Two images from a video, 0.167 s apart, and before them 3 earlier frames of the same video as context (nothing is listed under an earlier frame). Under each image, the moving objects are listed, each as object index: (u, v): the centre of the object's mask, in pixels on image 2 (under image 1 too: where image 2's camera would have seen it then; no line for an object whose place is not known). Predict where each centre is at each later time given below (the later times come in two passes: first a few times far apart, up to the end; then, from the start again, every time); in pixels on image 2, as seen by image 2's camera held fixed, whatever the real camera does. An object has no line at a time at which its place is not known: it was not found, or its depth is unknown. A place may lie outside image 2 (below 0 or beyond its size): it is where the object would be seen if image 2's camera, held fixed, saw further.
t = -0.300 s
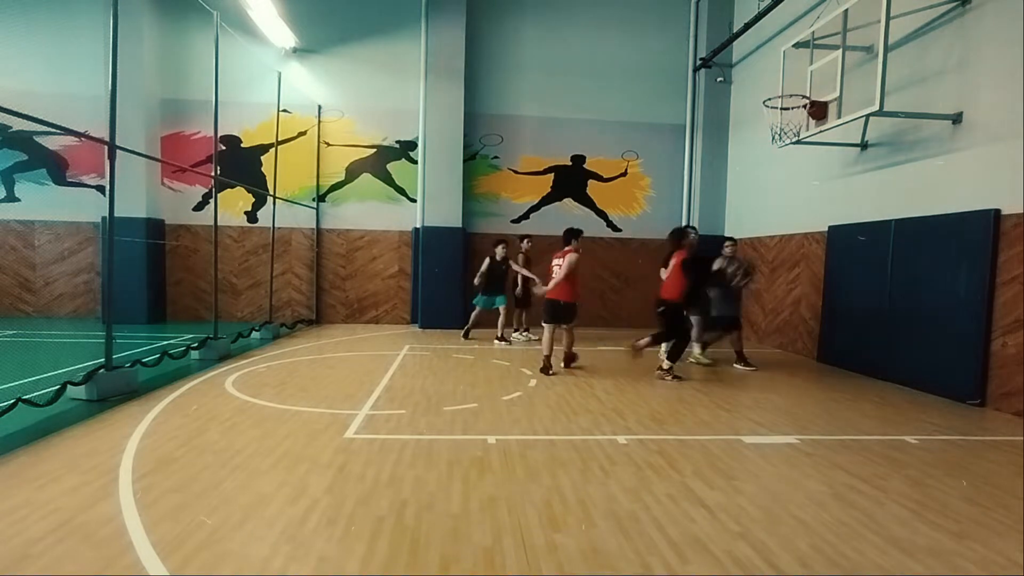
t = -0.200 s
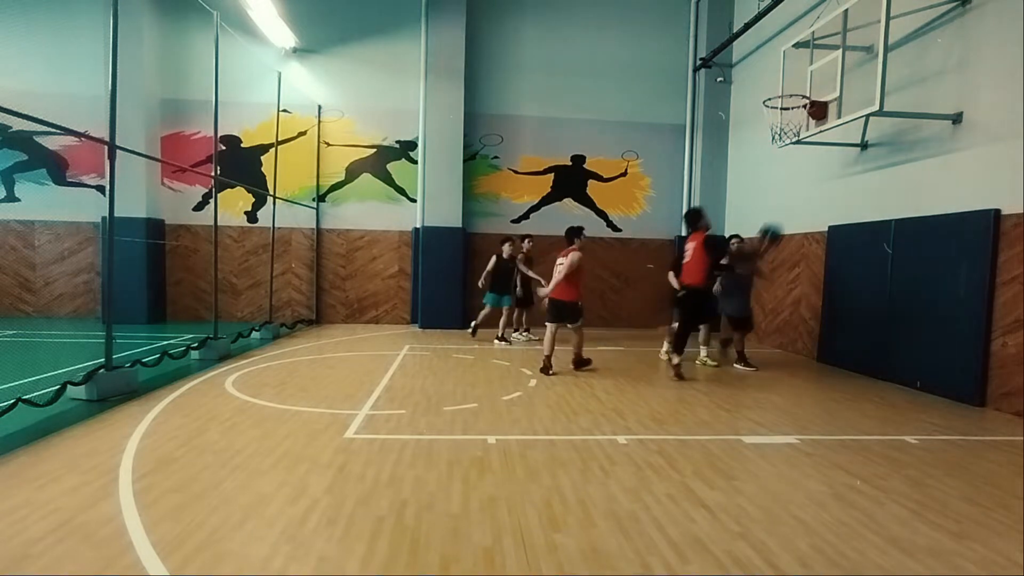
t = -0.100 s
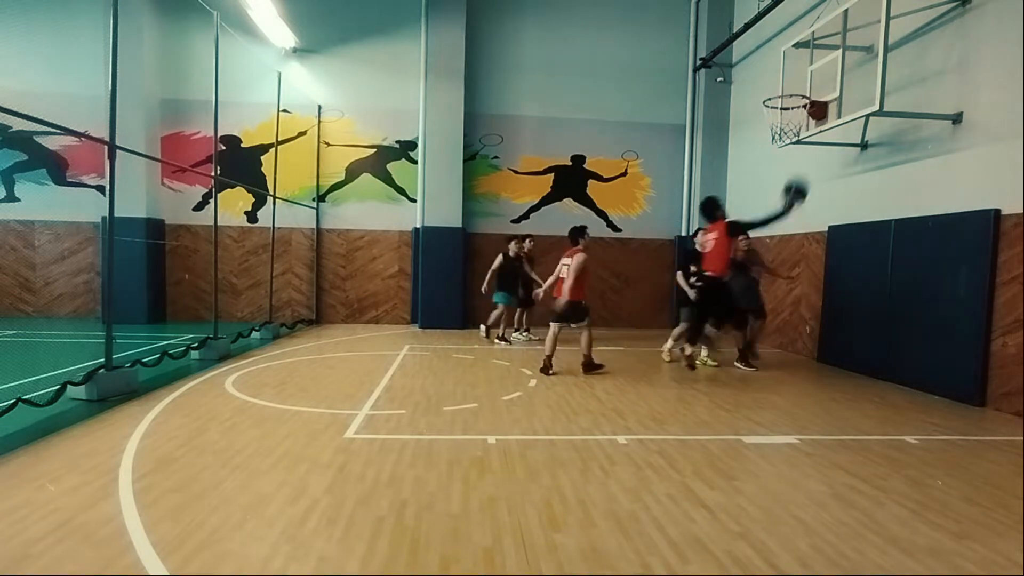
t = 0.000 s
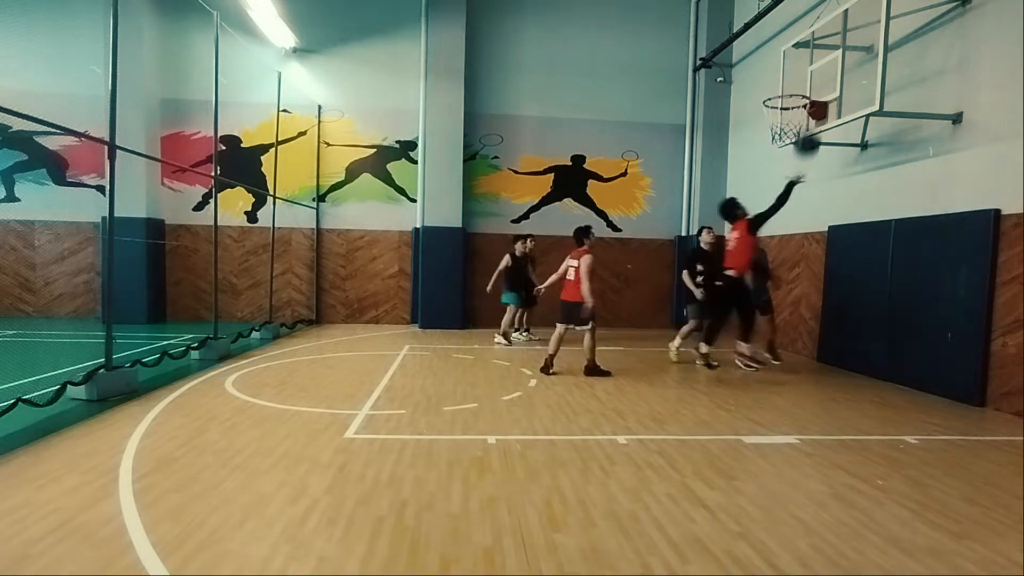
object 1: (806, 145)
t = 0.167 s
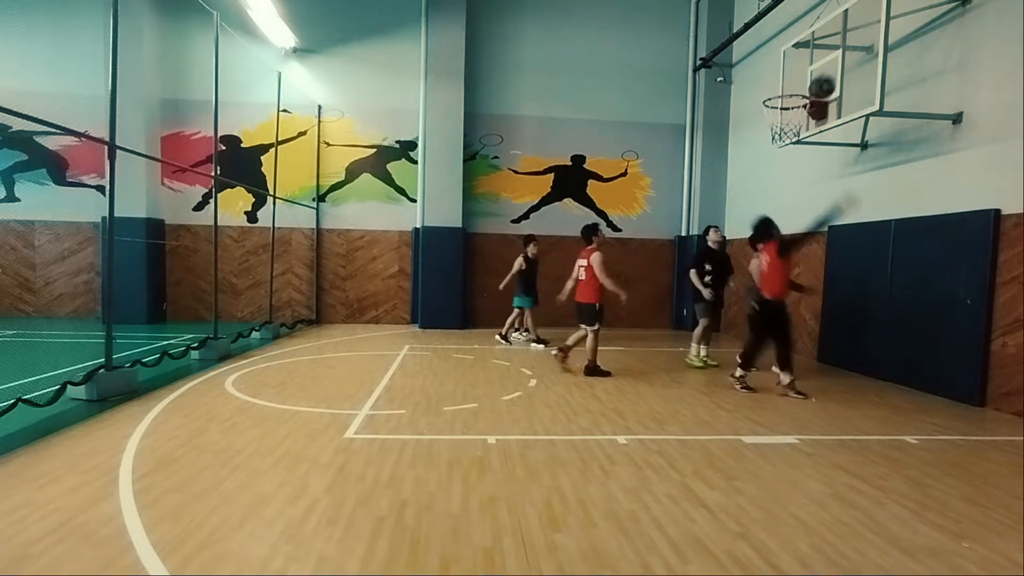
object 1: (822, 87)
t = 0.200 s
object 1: (824, 79)
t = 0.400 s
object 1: (822, 56)
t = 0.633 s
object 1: (787, 75)
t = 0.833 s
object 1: (792, 107)
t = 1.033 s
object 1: (786, 150)
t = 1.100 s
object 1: (782, 170)
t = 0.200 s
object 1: (824, 79)
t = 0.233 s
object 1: (826, 74)
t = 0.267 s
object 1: (829, 69)
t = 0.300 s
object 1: (831, 64)
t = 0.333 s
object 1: (832, 61)
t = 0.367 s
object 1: (827, 58)
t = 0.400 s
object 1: (822, 56)
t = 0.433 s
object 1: (817, 57)
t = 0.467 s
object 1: (812, 57)
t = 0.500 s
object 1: (807, 59)
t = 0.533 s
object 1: (802, 61)
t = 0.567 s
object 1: (797, 65)
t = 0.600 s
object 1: (792, 70)
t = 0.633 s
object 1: (787, 75)
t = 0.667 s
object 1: (782, 82)
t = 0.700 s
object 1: (777, 88)
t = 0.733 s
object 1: (777, 96)
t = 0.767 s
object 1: (783, 99)
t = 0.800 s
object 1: (788, 102)
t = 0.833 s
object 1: (792, 107)
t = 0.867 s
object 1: (794, 113)
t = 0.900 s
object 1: (792, 118)
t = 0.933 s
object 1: (791, 125)
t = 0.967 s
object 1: (788, 132)
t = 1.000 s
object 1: (787, 139)
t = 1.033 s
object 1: (786, 150)
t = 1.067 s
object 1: (784, 159)
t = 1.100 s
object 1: (782, 170)
